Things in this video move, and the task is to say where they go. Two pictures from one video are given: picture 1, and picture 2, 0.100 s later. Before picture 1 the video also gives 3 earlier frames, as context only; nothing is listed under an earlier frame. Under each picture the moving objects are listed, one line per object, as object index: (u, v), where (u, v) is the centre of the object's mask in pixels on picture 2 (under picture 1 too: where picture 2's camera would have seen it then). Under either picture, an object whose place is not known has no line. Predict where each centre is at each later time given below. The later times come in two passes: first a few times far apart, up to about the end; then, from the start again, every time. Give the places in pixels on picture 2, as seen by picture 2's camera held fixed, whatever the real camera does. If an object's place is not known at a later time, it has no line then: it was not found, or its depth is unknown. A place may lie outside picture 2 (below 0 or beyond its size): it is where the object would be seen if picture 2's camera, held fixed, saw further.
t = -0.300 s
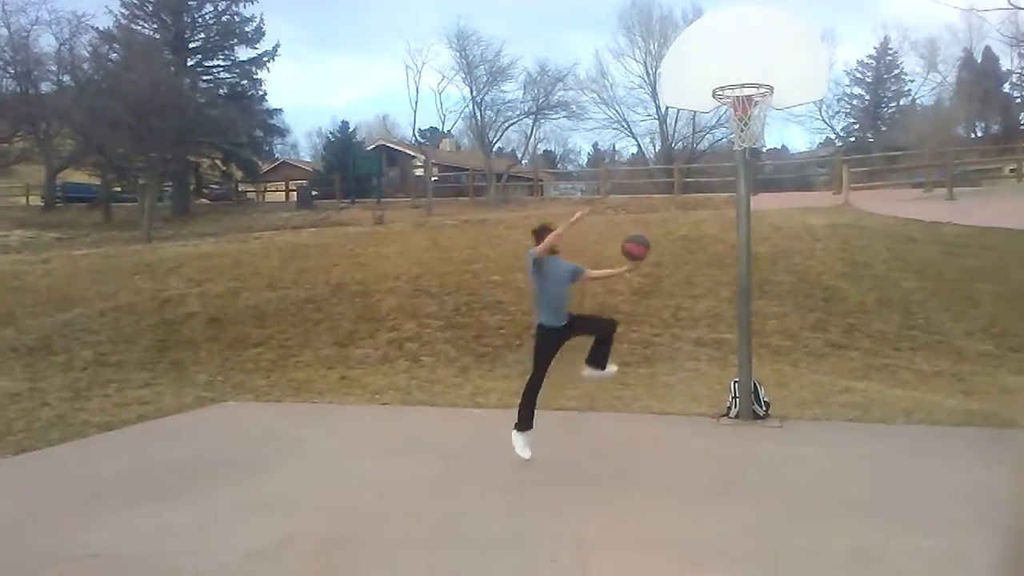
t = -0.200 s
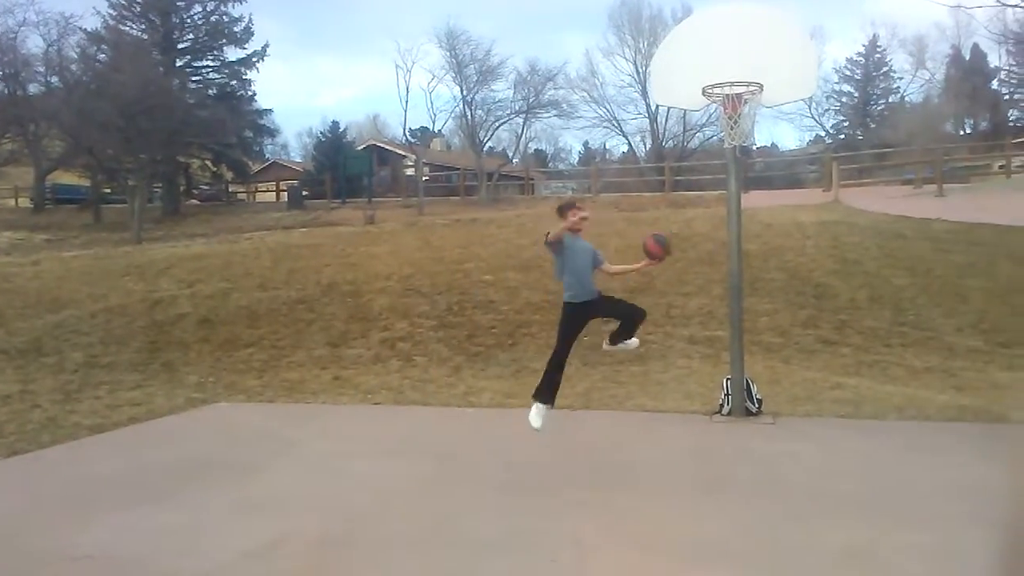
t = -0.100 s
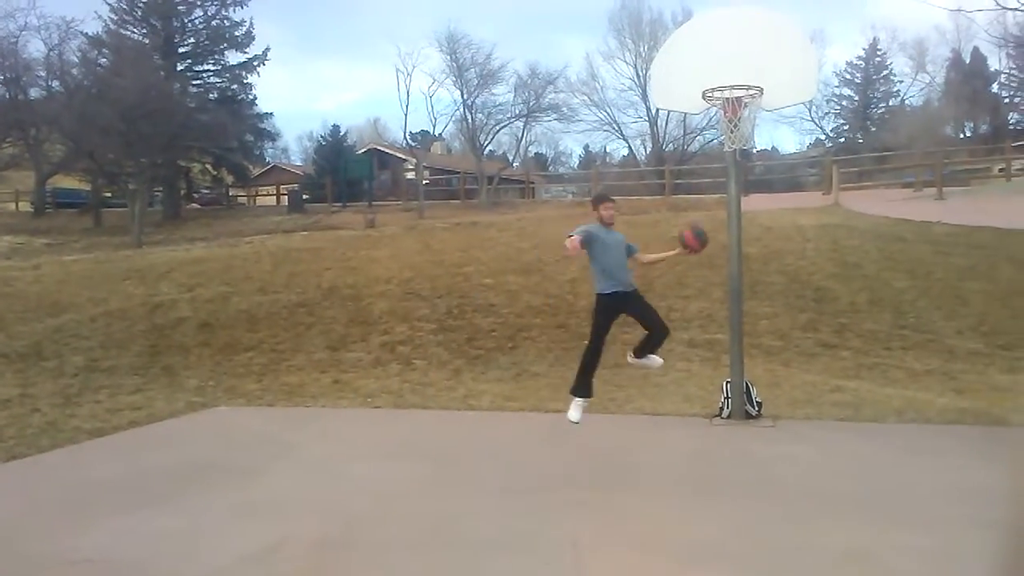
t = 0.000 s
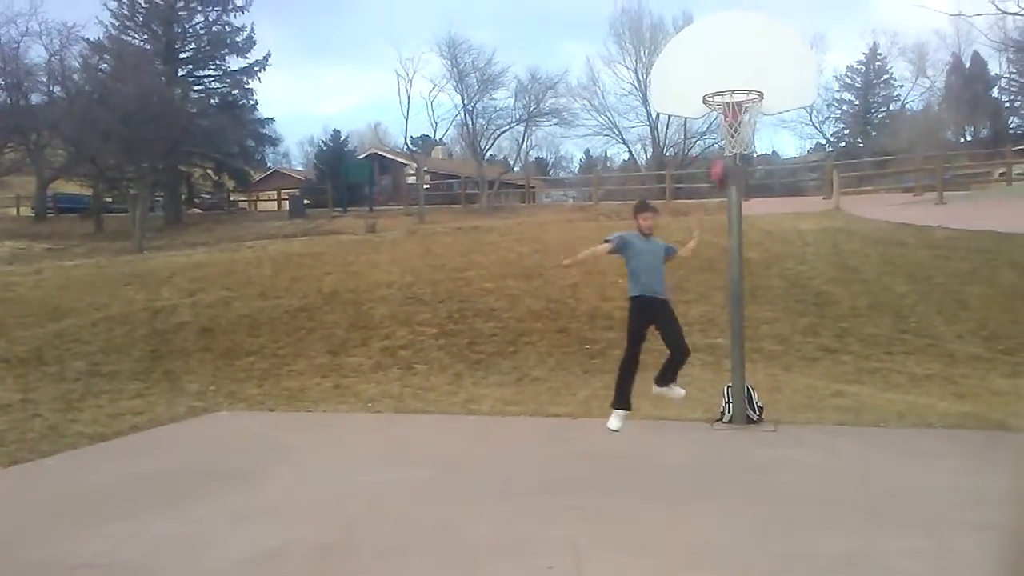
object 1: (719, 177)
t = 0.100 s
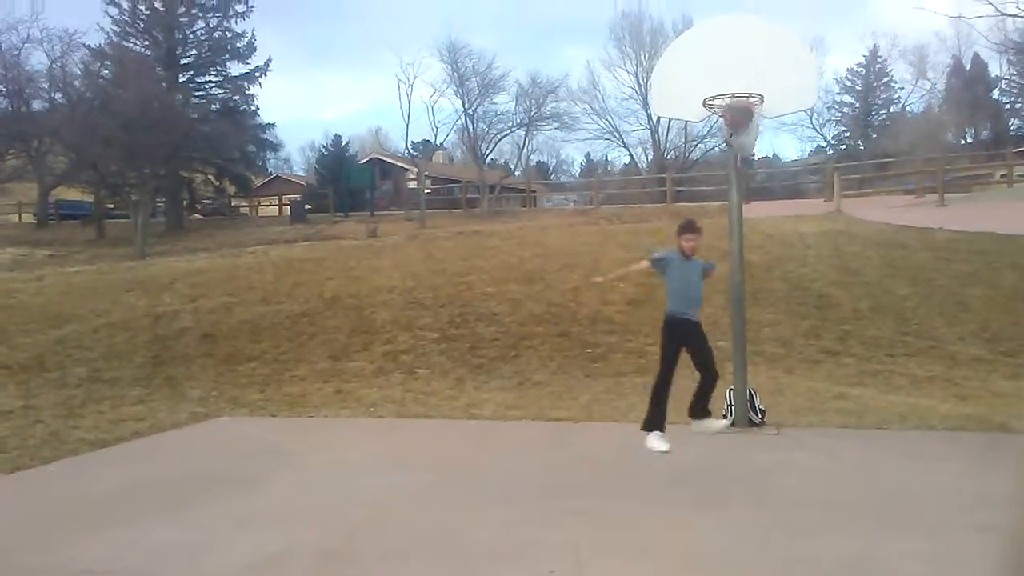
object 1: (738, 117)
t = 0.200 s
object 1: (741, 127)
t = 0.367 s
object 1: (758, 198)
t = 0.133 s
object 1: (740, 112)
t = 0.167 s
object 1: (741, 119)
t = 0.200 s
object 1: (741, 127)
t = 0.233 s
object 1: (744, 140)
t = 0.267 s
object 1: (749, 154)
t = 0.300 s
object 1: (751, 165)
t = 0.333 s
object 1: (755, 179)
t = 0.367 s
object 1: (758, 198)
